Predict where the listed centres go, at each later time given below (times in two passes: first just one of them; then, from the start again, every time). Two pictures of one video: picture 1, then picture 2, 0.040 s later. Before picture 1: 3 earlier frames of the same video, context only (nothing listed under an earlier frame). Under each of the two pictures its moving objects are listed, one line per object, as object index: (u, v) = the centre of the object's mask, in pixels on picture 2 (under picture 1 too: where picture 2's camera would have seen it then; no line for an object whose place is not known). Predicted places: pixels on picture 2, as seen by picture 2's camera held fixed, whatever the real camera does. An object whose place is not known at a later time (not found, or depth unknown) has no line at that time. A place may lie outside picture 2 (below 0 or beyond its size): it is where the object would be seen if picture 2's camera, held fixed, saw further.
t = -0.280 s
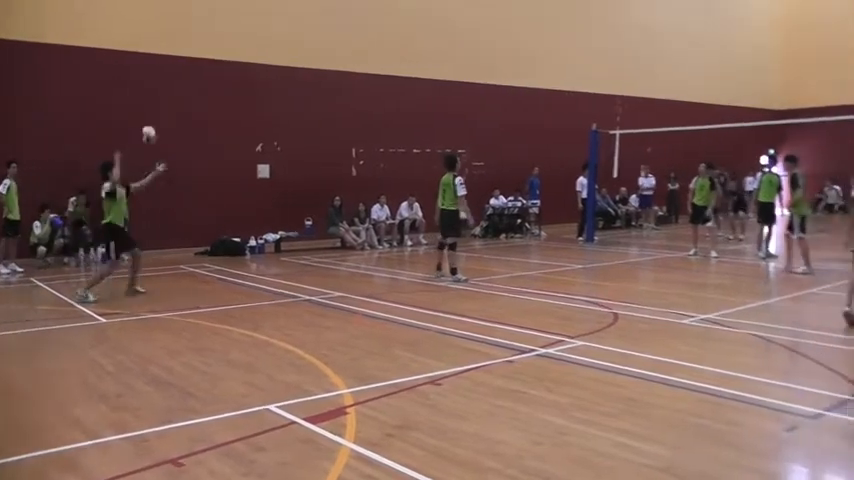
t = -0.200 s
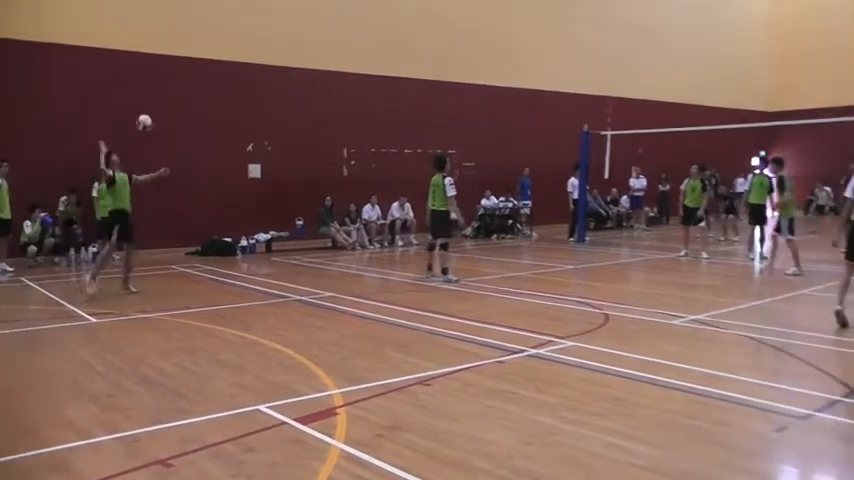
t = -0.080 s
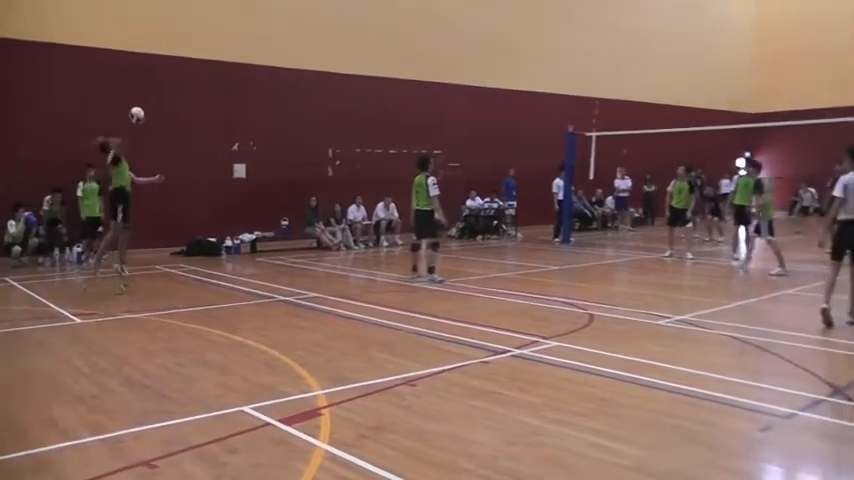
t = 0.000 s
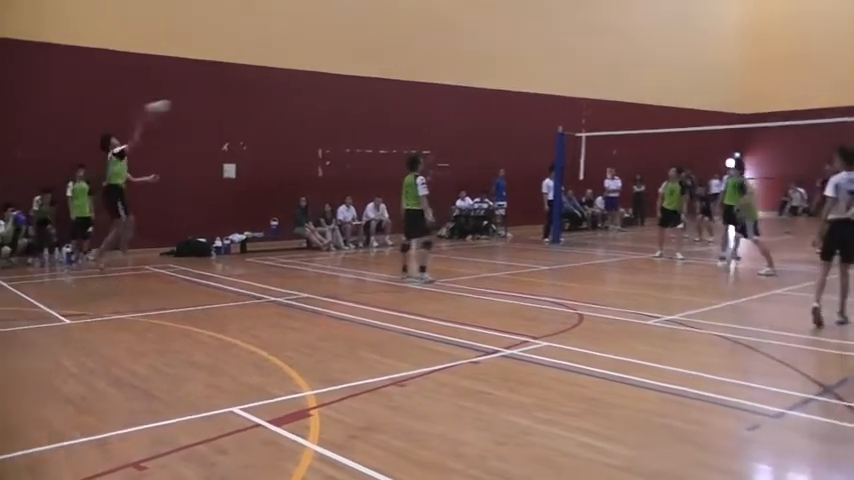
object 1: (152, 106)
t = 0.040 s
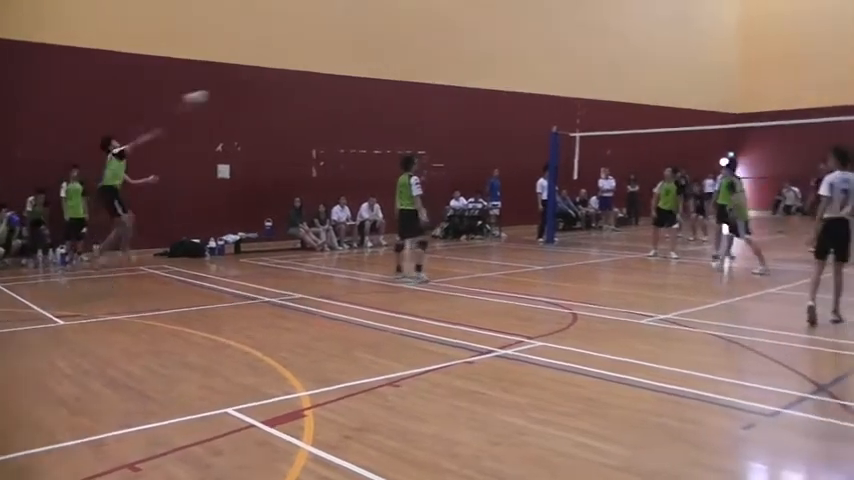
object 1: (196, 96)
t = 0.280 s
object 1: (398, 68)
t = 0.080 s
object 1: (235, 89)
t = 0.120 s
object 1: (274, 82)
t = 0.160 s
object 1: (307, 76)
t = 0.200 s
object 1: (344, 74)
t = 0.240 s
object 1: (371, 70)
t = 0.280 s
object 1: (398, 68)
